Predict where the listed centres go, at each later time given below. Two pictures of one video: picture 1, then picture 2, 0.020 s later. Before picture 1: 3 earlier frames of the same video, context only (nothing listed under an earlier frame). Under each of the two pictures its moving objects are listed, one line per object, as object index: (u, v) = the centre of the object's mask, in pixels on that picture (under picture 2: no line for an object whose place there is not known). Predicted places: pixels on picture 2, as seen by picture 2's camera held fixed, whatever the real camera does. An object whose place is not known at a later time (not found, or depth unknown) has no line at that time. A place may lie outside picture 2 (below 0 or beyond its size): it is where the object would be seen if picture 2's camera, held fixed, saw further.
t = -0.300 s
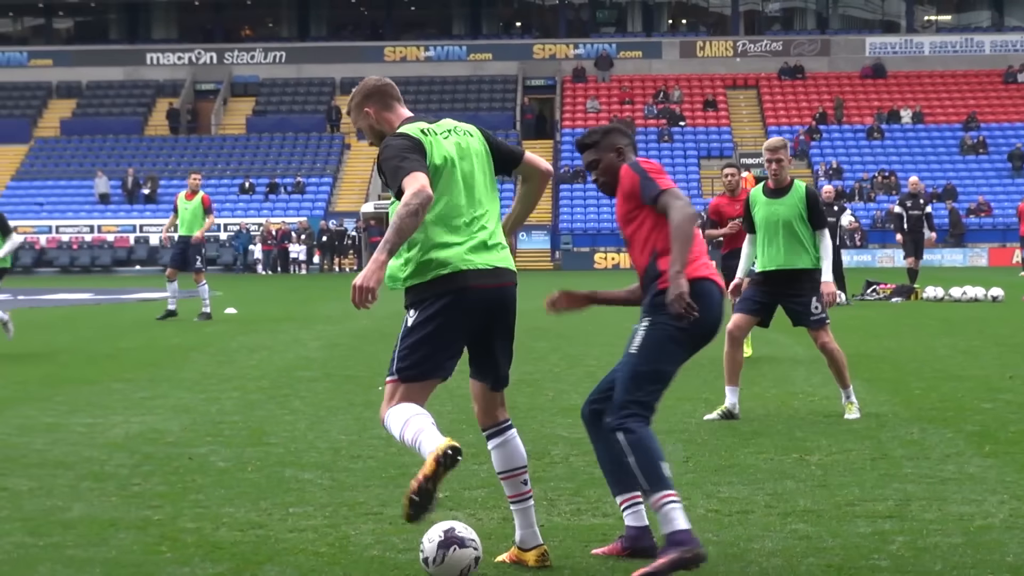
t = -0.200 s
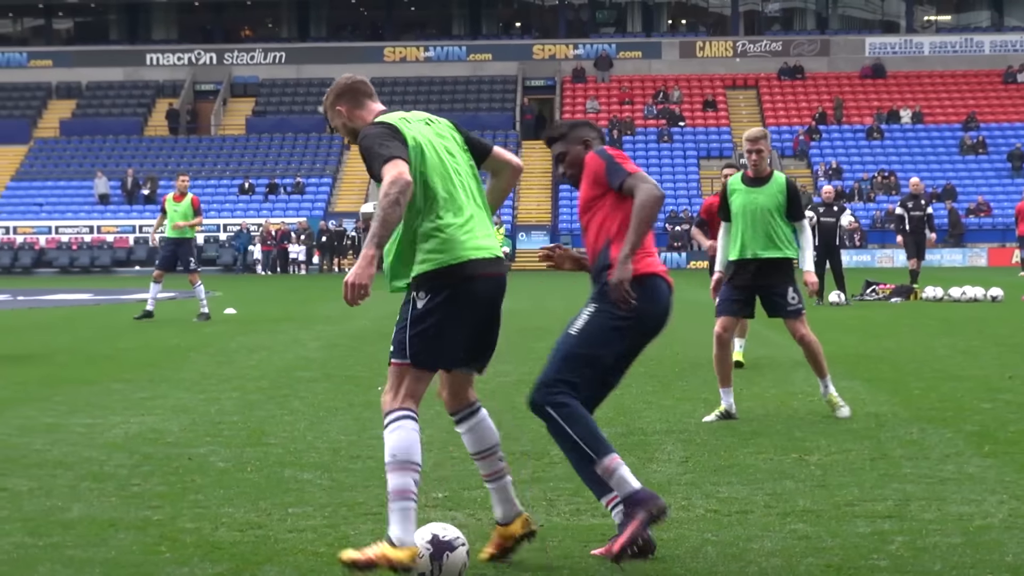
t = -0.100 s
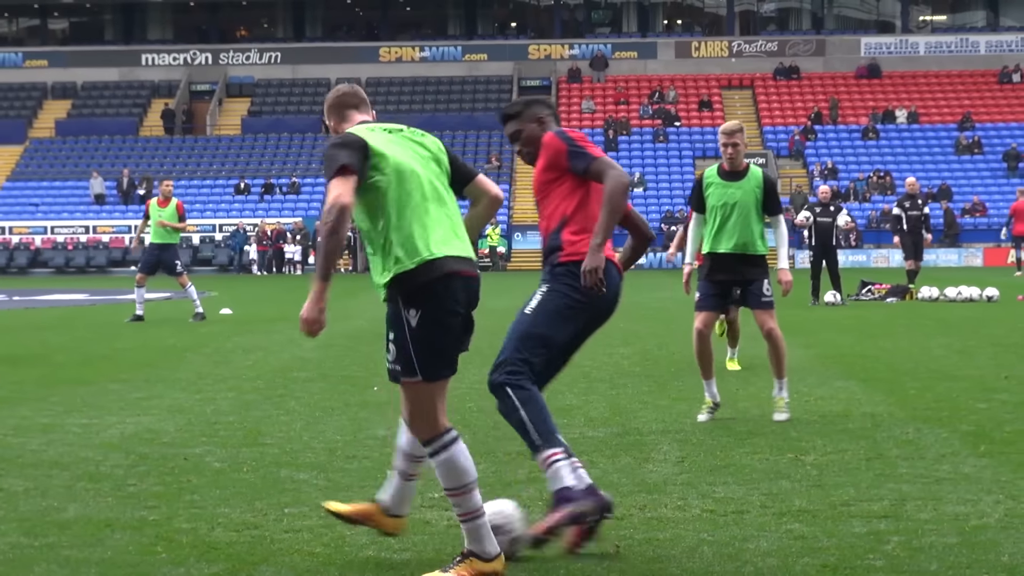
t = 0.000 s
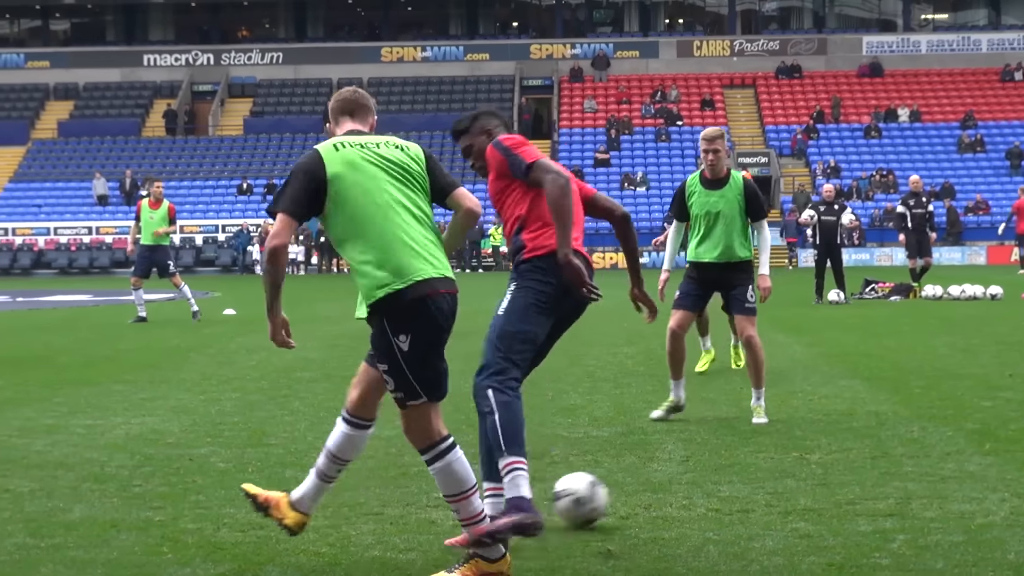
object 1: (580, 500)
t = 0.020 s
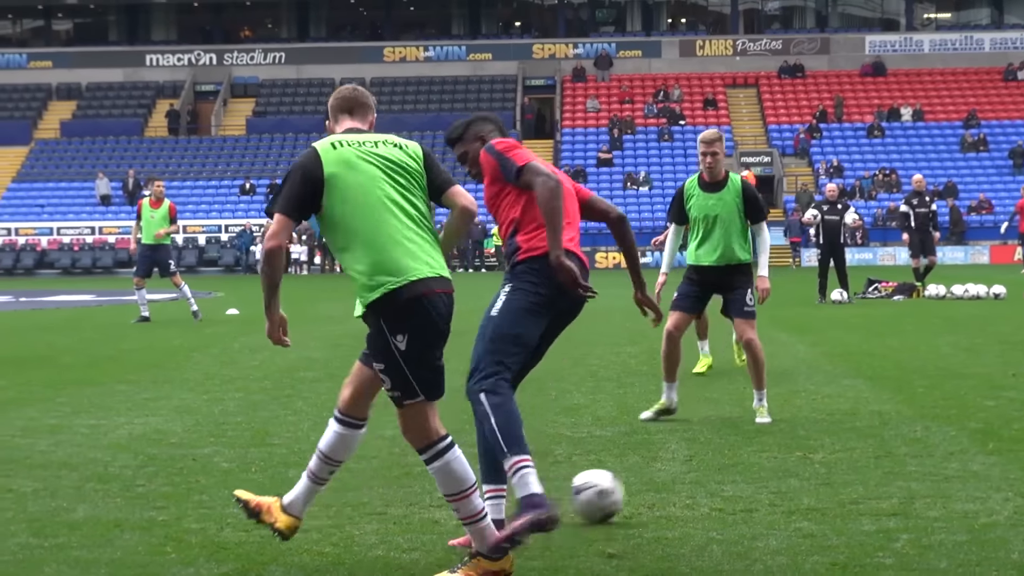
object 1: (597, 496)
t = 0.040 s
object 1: (609, 494)
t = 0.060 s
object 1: (620, 492)
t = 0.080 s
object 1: (629, 485)
